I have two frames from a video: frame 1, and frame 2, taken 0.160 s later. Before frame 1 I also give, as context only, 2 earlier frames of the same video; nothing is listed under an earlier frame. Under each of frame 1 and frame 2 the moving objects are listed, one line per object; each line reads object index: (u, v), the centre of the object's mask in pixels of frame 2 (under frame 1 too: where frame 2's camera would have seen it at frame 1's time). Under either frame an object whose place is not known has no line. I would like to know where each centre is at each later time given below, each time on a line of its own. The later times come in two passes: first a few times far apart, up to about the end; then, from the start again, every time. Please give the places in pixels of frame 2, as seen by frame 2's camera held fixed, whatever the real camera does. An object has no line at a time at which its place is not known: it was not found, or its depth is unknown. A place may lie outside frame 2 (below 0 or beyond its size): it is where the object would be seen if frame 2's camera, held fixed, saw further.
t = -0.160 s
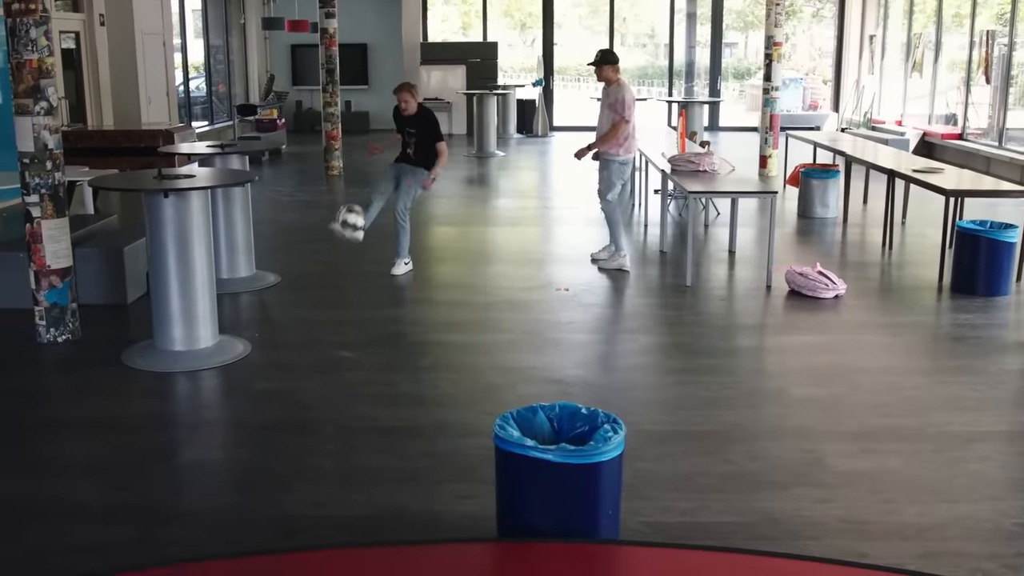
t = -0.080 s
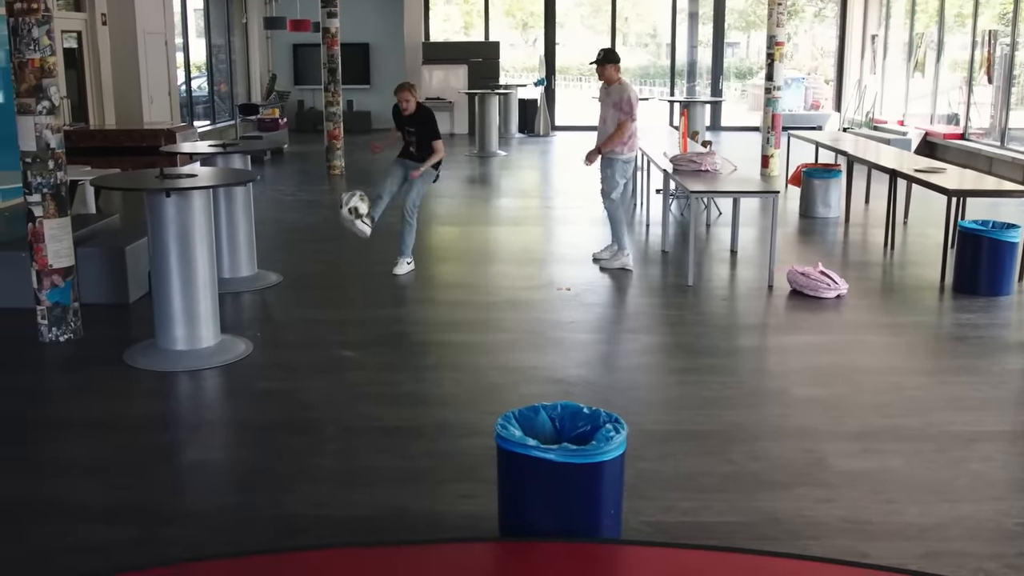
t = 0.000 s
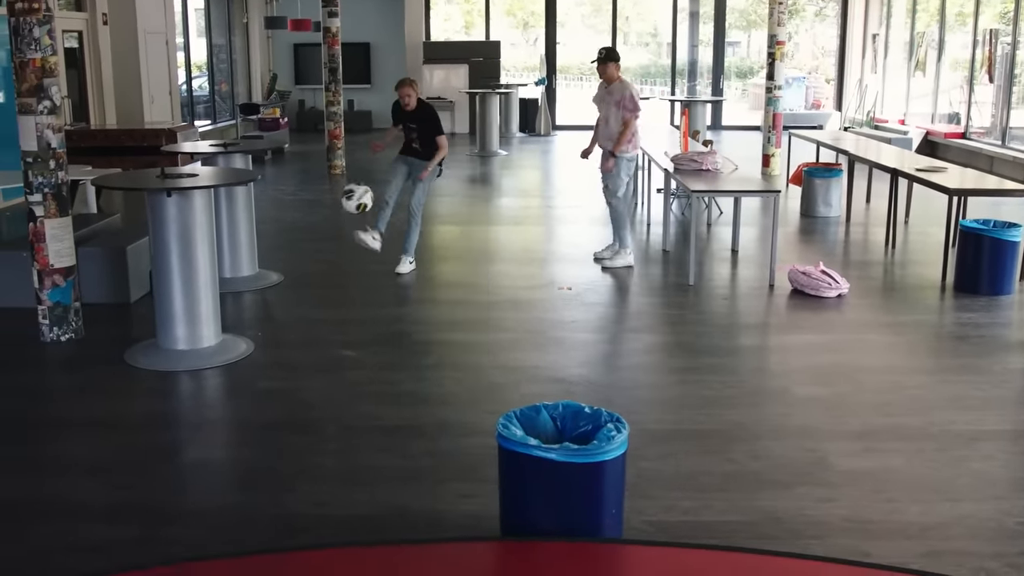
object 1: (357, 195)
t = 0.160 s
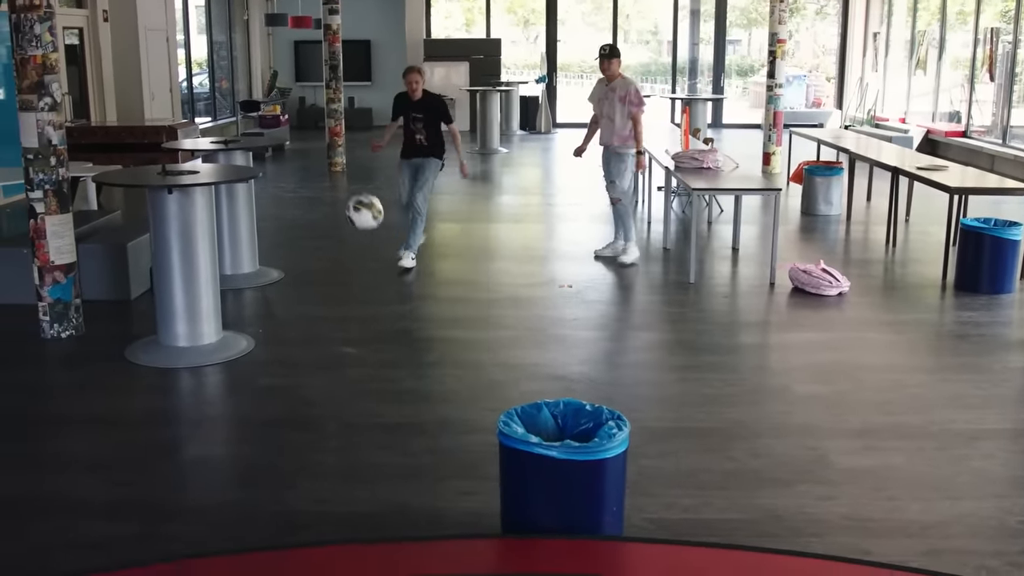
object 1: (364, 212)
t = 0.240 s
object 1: (370, 239)
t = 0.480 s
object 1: (391, 429)
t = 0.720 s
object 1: (413, 408)
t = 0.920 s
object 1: (444, 464)
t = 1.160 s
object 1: (483, 454)
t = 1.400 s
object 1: (506, 394)
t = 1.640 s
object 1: (513, 391)
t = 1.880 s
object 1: (558, 416)
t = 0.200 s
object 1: (367, 224)
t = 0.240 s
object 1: (370, 239)
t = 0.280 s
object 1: (373, 259)
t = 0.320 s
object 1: (376, 283)
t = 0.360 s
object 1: (379, 310)
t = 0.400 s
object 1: (384, 345)
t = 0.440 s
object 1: (388, 383)
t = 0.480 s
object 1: (391, 429)
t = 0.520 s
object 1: (395, 452)
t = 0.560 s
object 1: (398, 439)
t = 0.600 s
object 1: (401, 426)
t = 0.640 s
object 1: (404, 417)
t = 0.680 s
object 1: (408, 410)
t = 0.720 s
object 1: (413, 408)
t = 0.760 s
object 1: (418, 409)
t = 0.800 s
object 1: (425, 415)
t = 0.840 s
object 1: (430, 425)
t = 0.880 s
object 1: (437, 442)
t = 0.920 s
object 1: (444, 464)
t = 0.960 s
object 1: (451, 490)
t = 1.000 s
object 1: (458, 525)
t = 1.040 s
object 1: (466, 539)
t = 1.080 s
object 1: (471, 506)
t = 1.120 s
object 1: (477, 477)
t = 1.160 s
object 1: (483, 454)
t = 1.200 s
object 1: (488, 436)
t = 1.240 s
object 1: (494, 423)
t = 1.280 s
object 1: (498, 415)
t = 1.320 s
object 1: (503, 412)
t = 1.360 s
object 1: (506, 407)
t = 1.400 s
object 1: (506, 394)
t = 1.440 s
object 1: (506, 386)
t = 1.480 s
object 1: (507, 382)
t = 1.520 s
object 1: (506, 382)
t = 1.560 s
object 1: (507, 387)
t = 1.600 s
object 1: (507, 395)
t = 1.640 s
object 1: (513, 391)
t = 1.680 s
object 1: (520, 388)
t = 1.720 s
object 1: (527, 388)
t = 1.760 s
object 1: (534, 394)
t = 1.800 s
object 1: (542, 402)
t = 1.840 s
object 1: (551, 409)
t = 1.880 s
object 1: (558, 416)
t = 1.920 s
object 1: (567, 422)
